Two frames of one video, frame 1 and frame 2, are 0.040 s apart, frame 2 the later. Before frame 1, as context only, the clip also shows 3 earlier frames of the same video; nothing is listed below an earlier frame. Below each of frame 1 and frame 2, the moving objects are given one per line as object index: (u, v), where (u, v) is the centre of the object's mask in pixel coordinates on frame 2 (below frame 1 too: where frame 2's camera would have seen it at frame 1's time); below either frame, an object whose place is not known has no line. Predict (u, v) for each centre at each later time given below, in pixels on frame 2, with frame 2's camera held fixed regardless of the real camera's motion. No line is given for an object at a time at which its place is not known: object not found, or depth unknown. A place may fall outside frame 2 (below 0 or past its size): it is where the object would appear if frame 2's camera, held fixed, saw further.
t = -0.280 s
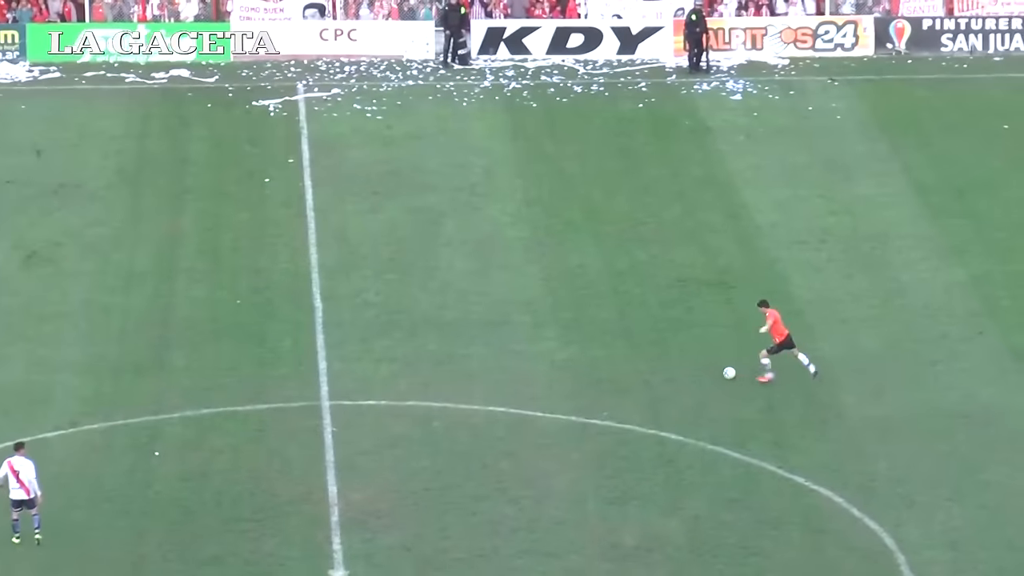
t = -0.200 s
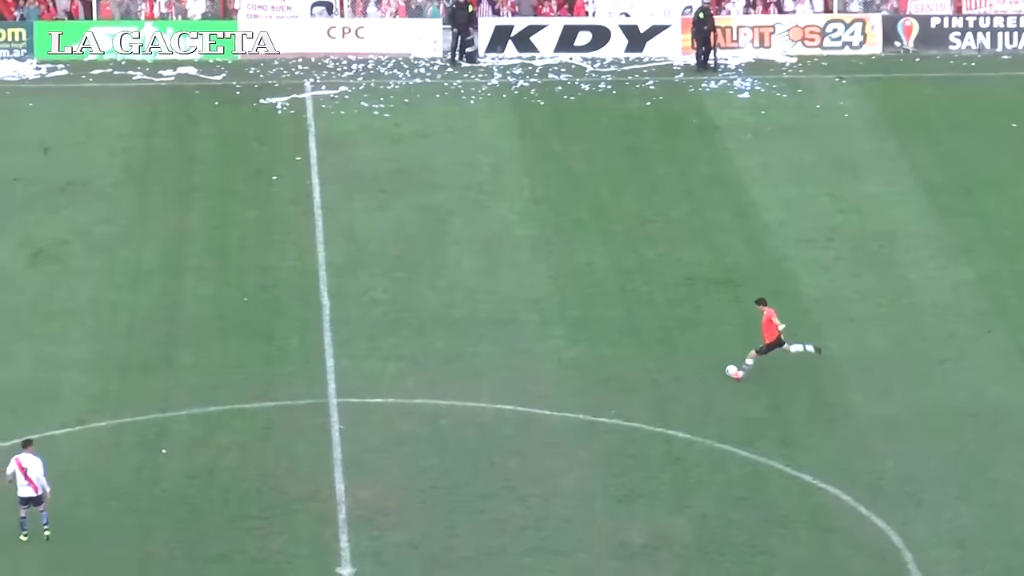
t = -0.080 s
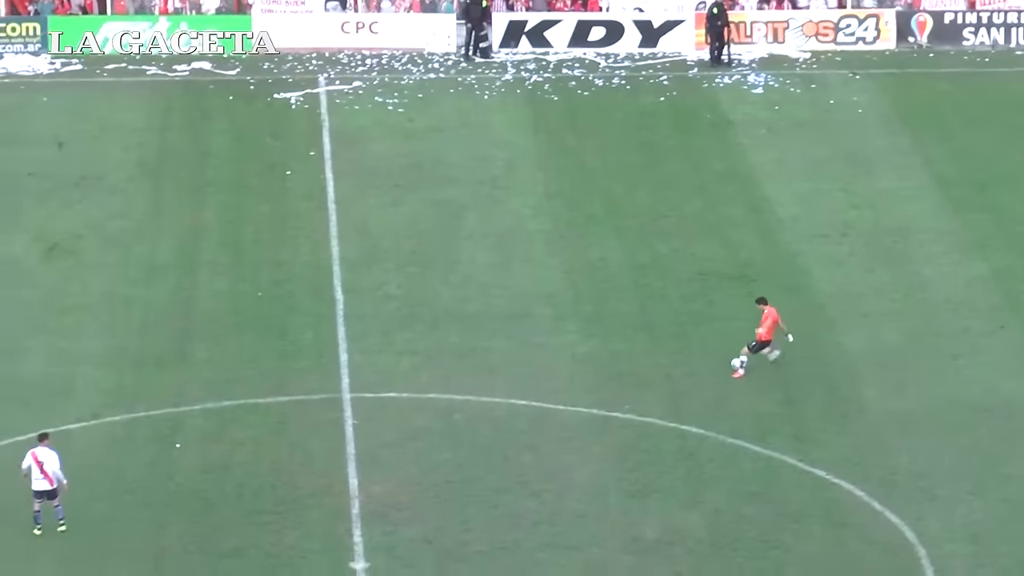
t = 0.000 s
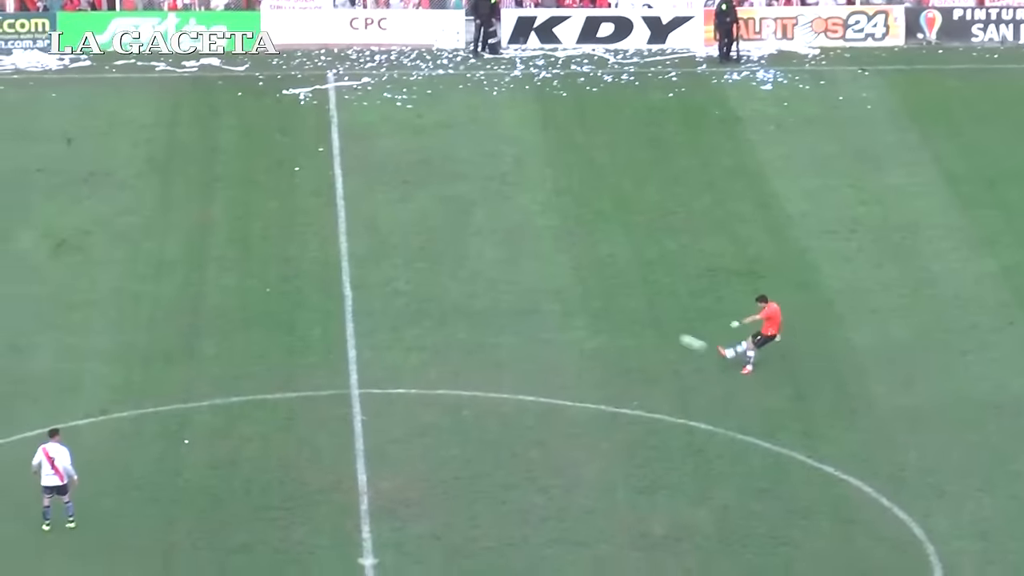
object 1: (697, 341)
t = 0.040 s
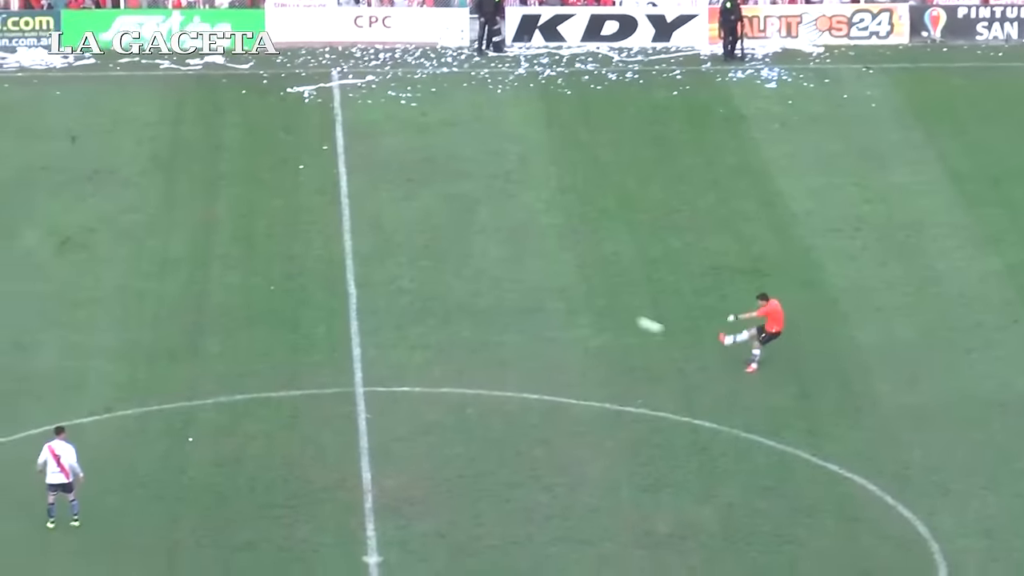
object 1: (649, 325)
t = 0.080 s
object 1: (603, 310)
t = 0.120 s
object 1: (556, 295)
